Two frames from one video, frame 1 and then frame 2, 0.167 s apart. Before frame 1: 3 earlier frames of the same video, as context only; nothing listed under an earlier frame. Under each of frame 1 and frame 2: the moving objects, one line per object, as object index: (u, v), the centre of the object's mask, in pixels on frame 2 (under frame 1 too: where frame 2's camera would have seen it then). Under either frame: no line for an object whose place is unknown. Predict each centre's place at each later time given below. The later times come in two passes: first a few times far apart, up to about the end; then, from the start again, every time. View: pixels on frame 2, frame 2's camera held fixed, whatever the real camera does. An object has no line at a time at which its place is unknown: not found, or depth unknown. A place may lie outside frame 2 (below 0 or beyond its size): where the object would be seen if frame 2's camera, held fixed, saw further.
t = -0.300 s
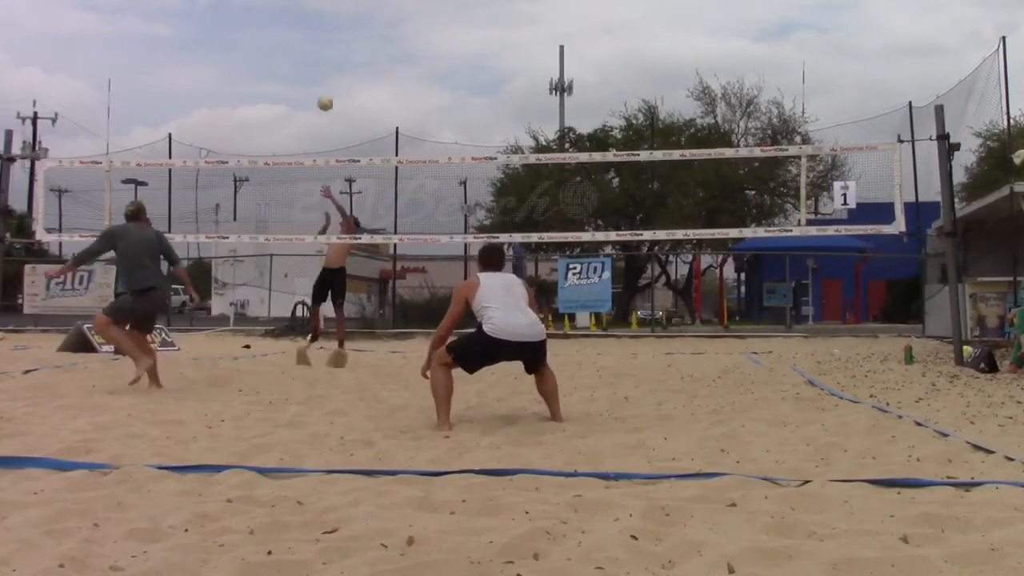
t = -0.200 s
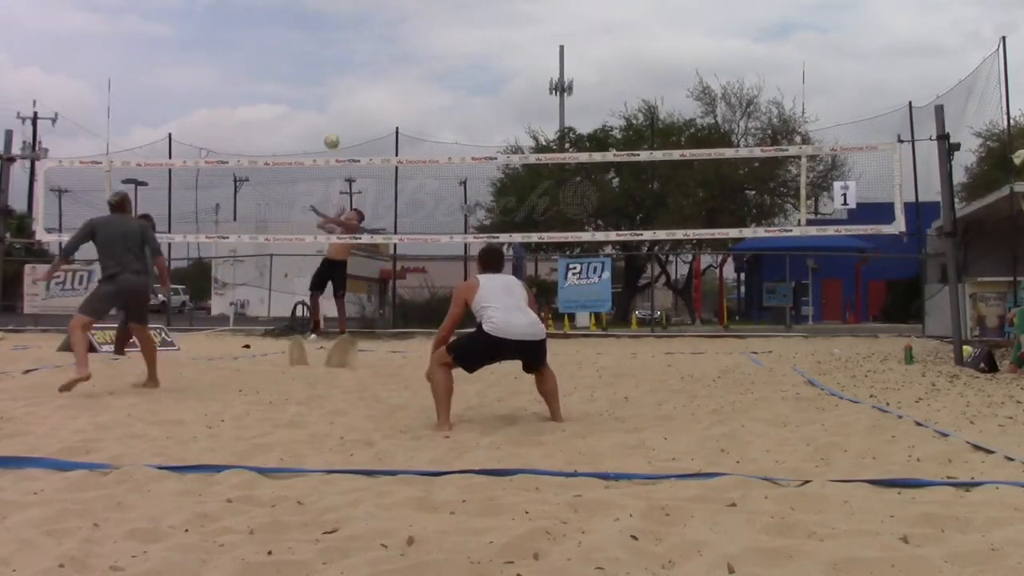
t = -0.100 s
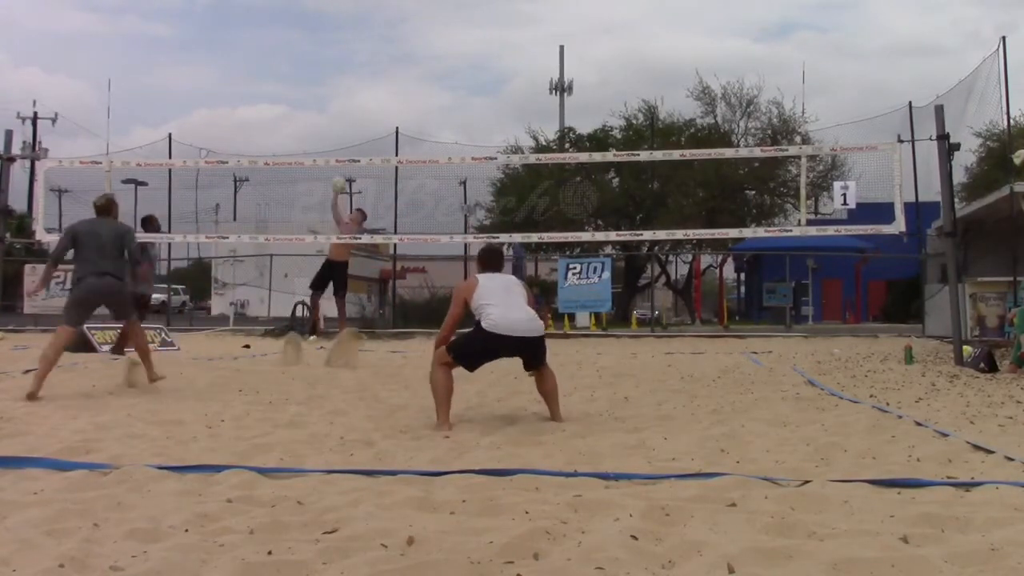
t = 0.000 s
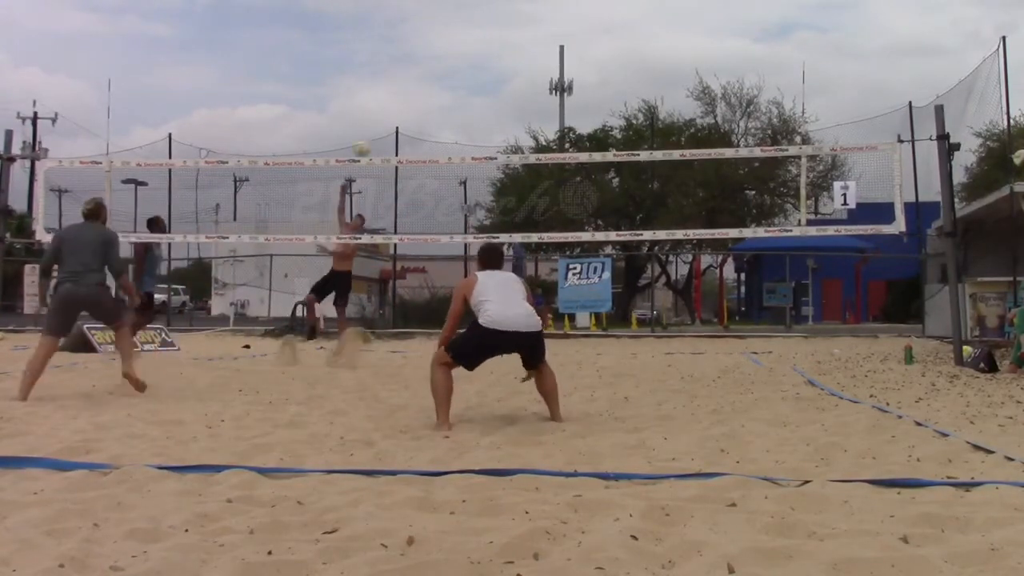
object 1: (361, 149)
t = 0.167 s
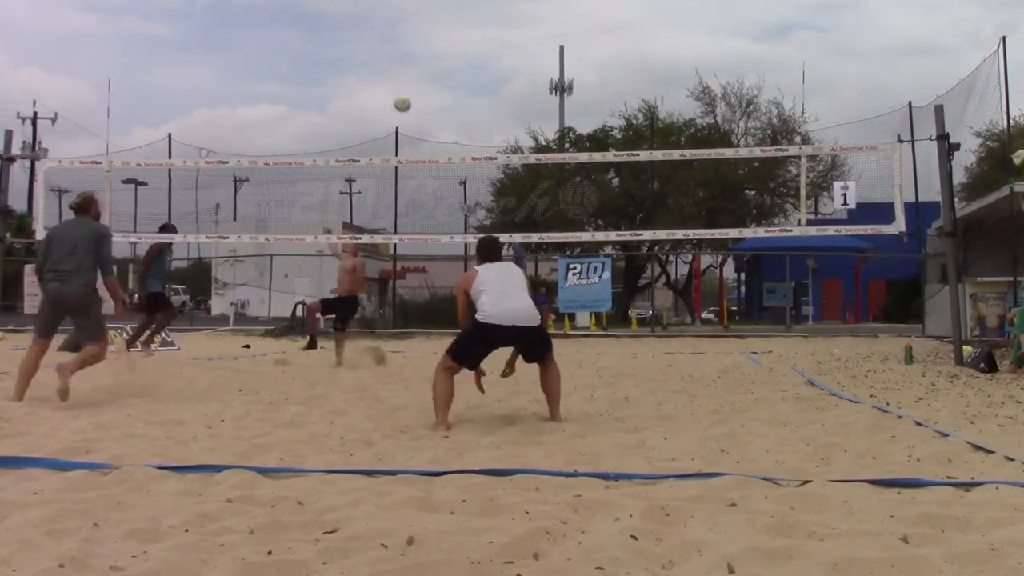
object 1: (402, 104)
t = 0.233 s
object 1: (420, 91)
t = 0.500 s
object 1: (498, 77)
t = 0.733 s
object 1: (579, 126)
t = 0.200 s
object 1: (411, 97)
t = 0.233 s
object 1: (420, 91)
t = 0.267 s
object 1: (429, 86)
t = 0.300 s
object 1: (438, 82)
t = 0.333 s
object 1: (448, 78)
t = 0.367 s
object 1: (457, 75)
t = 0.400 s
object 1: (467, 74)
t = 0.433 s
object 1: (477, 74)
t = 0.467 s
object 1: (488, 75)
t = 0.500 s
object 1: (498, 77)
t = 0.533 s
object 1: (509, 79)
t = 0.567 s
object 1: (520, 84)
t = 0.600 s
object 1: (531, 90)
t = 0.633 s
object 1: (542, 97)
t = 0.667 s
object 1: (554, 105)
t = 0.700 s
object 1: (566, 115)
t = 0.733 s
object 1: (579, 126)
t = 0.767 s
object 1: (590, 139)
